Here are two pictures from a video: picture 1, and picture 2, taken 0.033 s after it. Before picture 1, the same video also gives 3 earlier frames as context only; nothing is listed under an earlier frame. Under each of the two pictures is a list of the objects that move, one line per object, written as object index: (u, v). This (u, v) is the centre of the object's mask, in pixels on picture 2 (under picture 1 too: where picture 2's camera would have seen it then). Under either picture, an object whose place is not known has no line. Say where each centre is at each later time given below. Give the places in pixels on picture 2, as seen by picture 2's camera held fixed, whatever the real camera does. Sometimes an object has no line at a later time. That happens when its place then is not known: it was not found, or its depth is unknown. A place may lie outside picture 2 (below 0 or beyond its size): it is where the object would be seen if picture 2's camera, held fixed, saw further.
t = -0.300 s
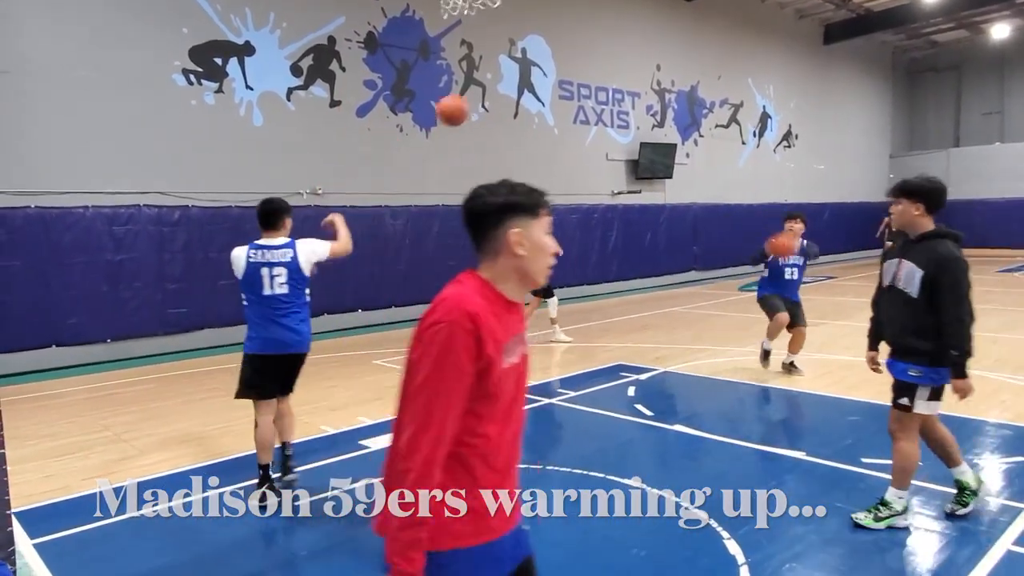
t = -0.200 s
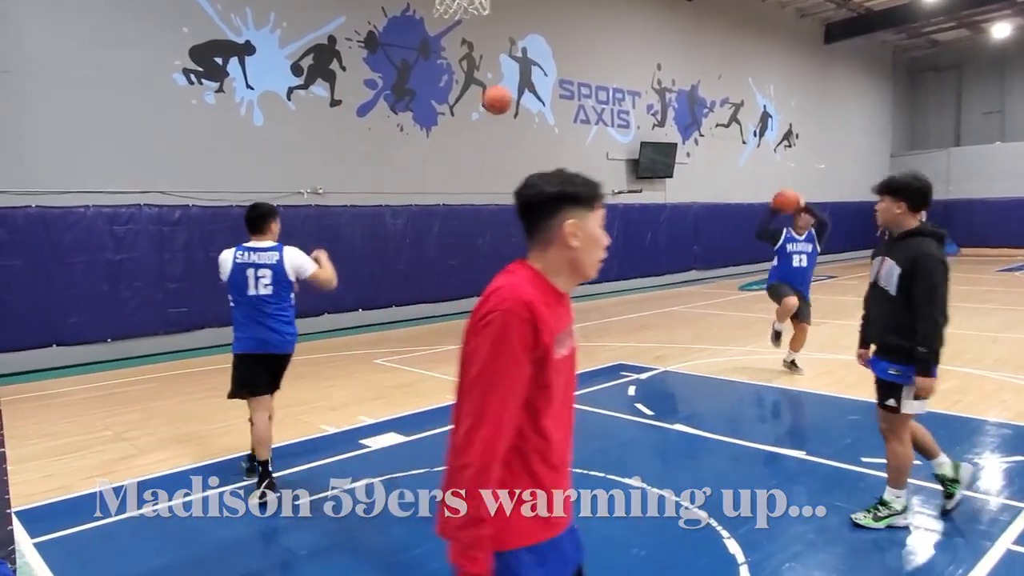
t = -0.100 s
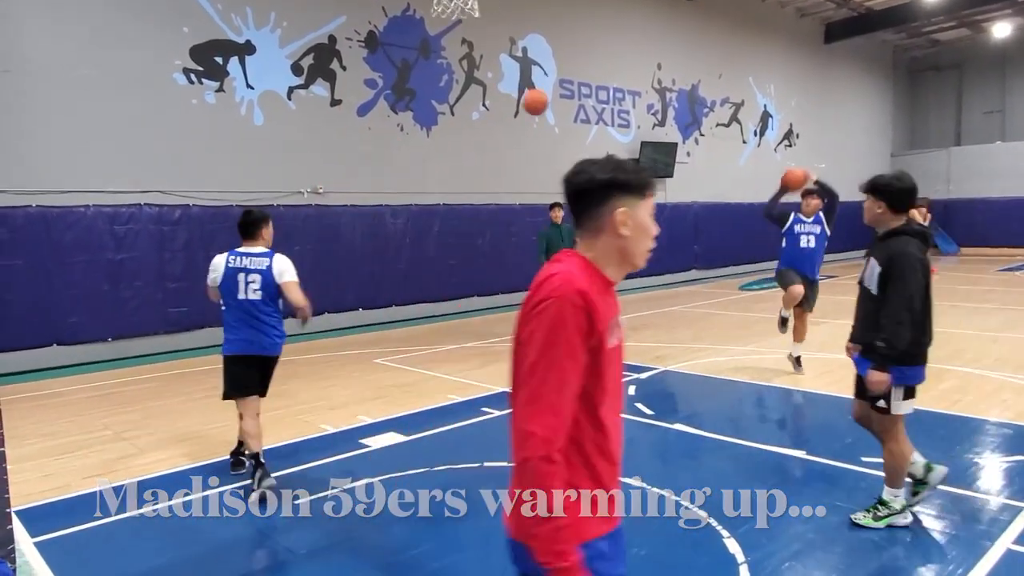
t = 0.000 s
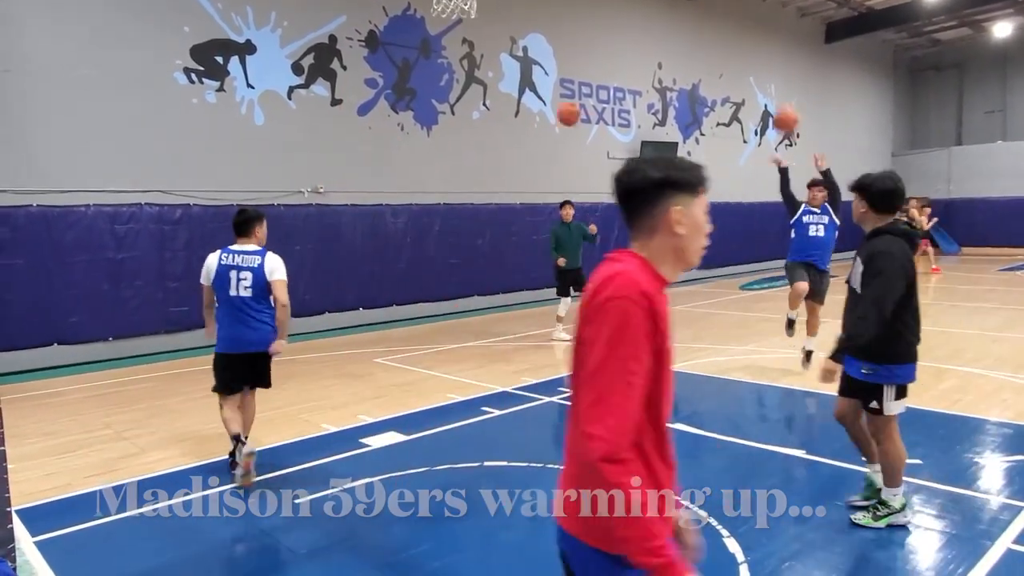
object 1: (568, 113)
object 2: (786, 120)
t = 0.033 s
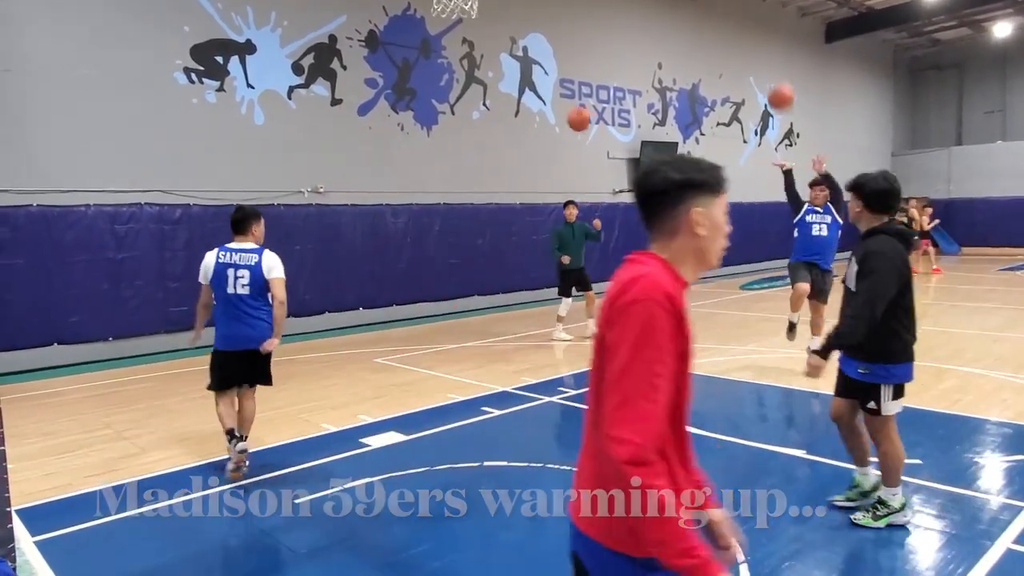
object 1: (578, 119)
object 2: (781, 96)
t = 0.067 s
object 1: (588, 125)
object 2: (777, 75)
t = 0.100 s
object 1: (597, 133)
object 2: (772, 53)
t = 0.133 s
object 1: (606, 140)
